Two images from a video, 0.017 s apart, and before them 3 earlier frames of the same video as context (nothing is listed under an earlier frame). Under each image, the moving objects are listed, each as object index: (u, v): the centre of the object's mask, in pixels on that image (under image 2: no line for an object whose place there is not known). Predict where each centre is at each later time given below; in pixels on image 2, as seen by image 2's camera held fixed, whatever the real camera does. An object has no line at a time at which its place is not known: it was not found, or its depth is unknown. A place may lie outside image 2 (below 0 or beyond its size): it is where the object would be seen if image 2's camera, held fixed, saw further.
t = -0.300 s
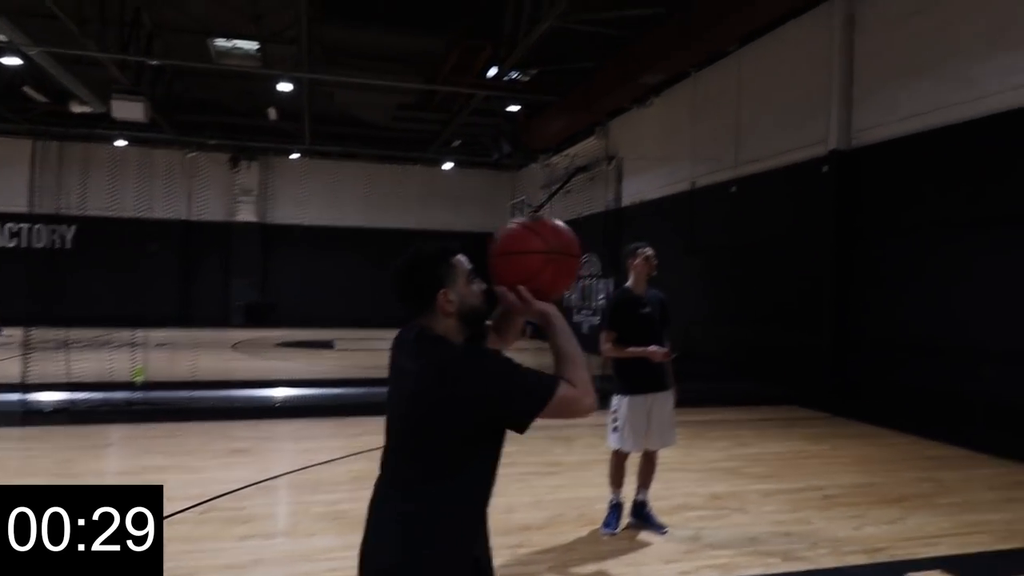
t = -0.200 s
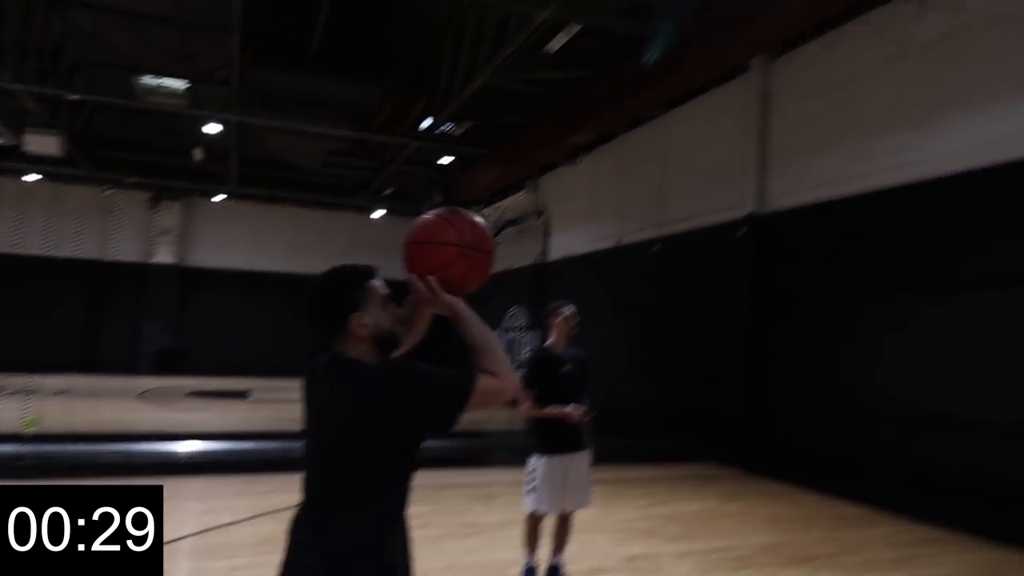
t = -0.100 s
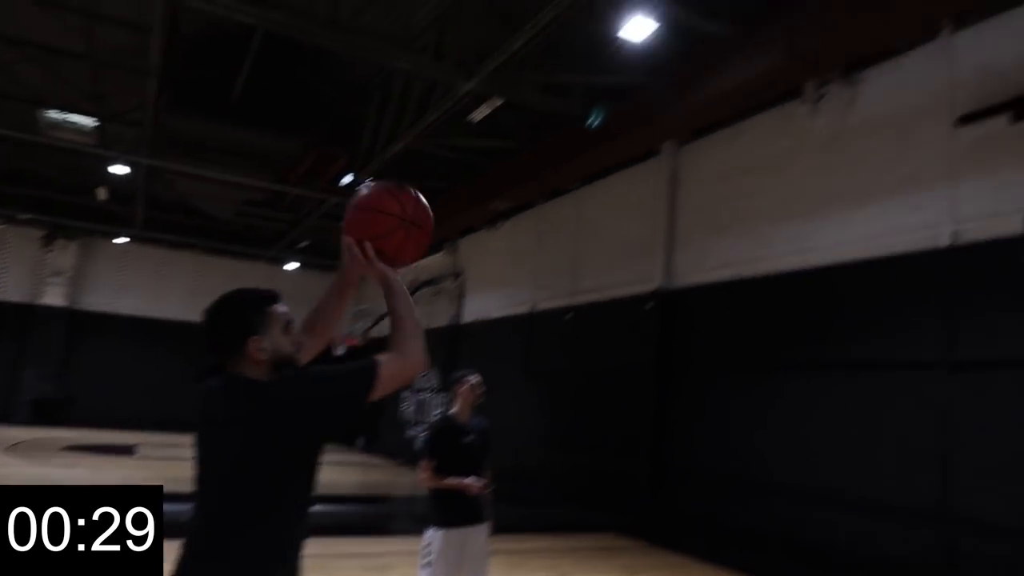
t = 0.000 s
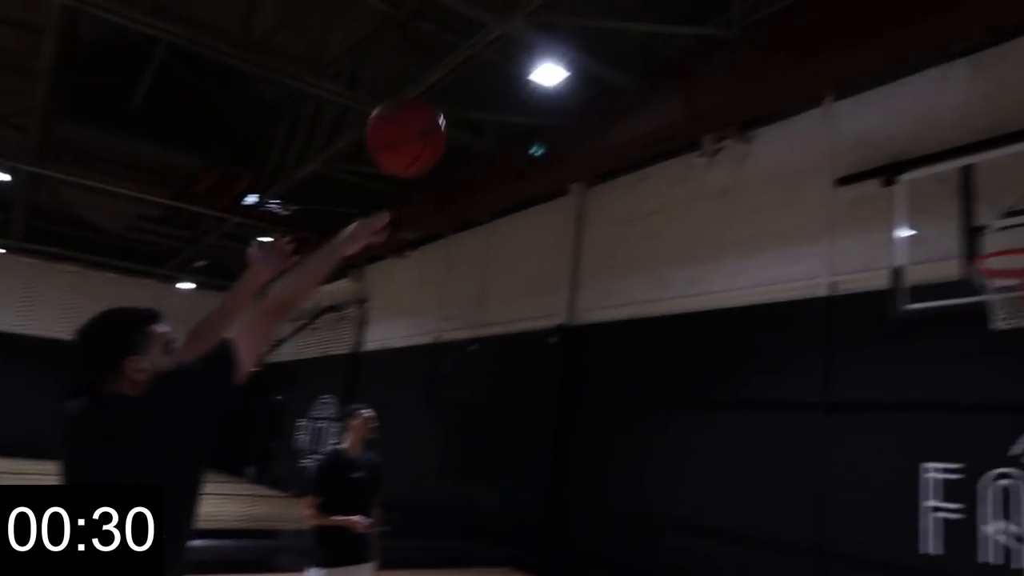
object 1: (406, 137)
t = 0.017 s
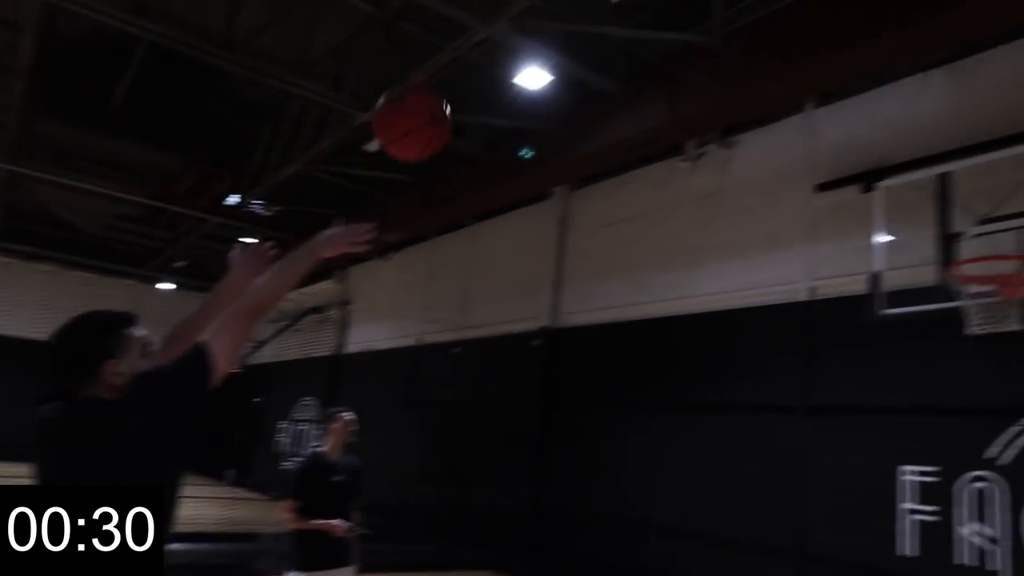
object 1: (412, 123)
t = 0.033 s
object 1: (432, 109)
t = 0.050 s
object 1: (452, 96)
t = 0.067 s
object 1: (471, 85)
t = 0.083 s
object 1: (488, 75)
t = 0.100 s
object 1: (504, 66)
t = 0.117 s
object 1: (523, 57)
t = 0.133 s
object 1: (539, 49)
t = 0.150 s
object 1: (555, 42)
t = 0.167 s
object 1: (568, 38)
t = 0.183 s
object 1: (582, 32)
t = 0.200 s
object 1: (595, 29)
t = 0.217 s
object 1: (608, 25)
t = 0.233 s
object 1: (620, 21)
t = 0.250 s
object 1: (634, 20)
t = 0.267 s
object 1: (645, 20)
